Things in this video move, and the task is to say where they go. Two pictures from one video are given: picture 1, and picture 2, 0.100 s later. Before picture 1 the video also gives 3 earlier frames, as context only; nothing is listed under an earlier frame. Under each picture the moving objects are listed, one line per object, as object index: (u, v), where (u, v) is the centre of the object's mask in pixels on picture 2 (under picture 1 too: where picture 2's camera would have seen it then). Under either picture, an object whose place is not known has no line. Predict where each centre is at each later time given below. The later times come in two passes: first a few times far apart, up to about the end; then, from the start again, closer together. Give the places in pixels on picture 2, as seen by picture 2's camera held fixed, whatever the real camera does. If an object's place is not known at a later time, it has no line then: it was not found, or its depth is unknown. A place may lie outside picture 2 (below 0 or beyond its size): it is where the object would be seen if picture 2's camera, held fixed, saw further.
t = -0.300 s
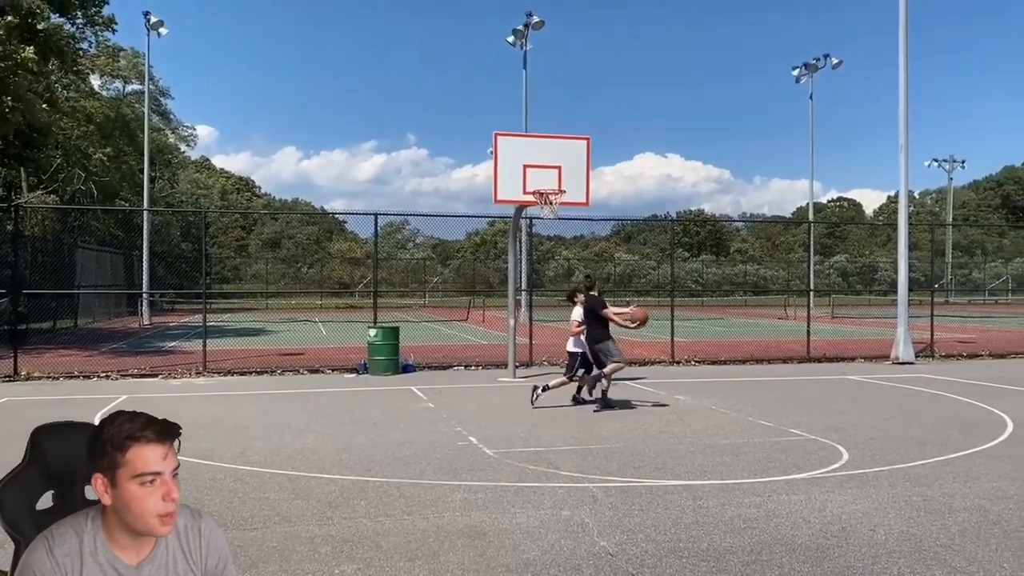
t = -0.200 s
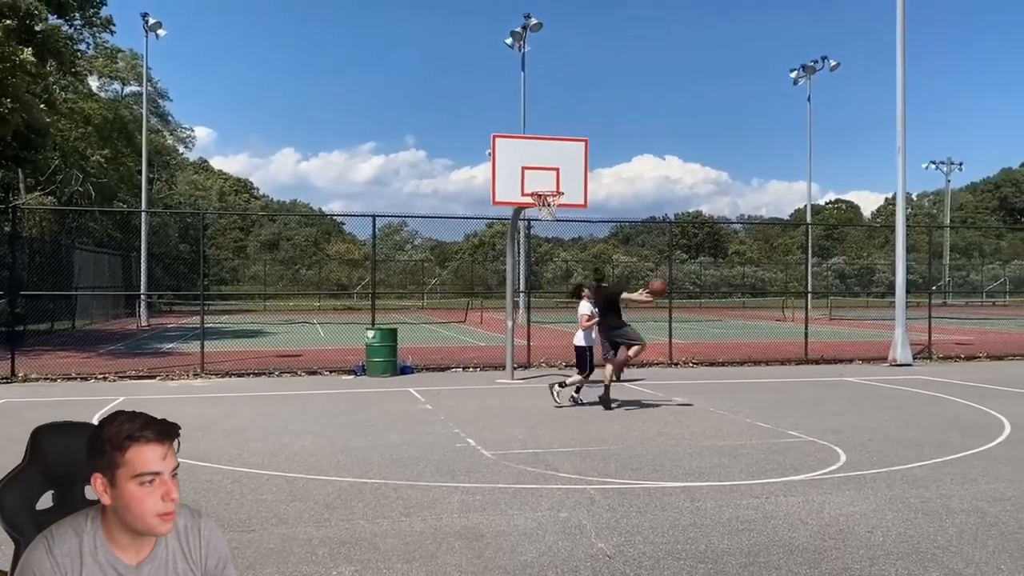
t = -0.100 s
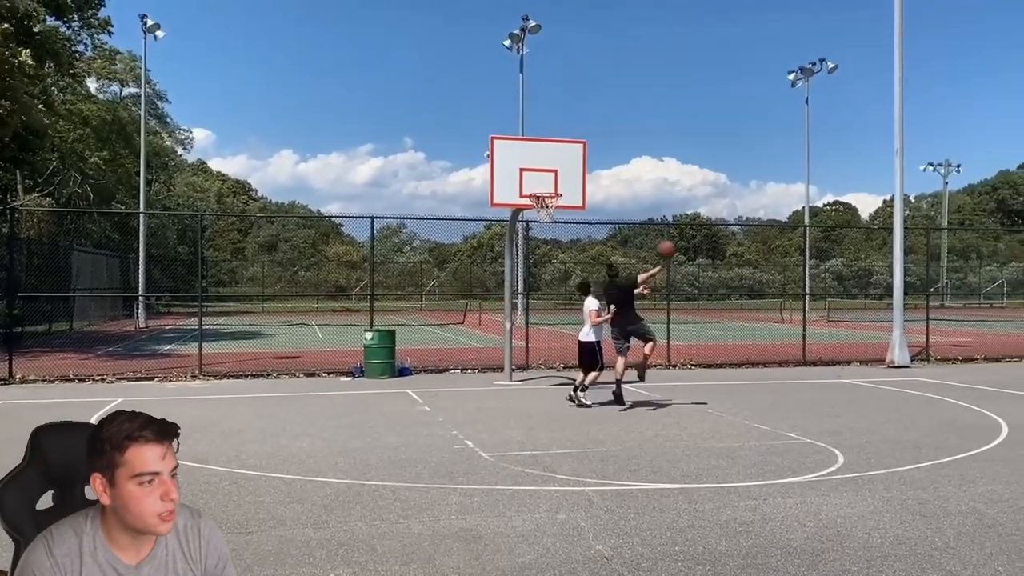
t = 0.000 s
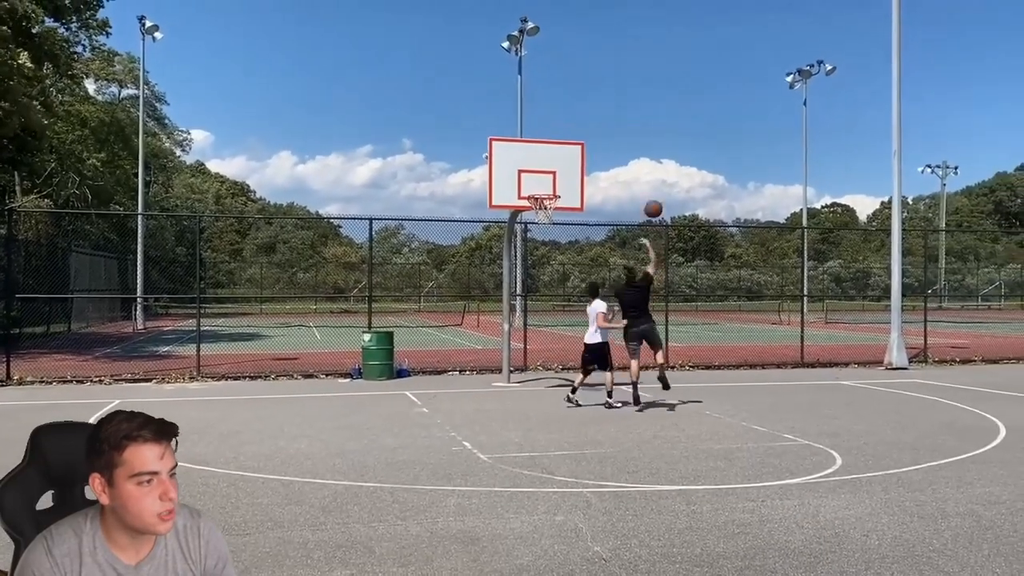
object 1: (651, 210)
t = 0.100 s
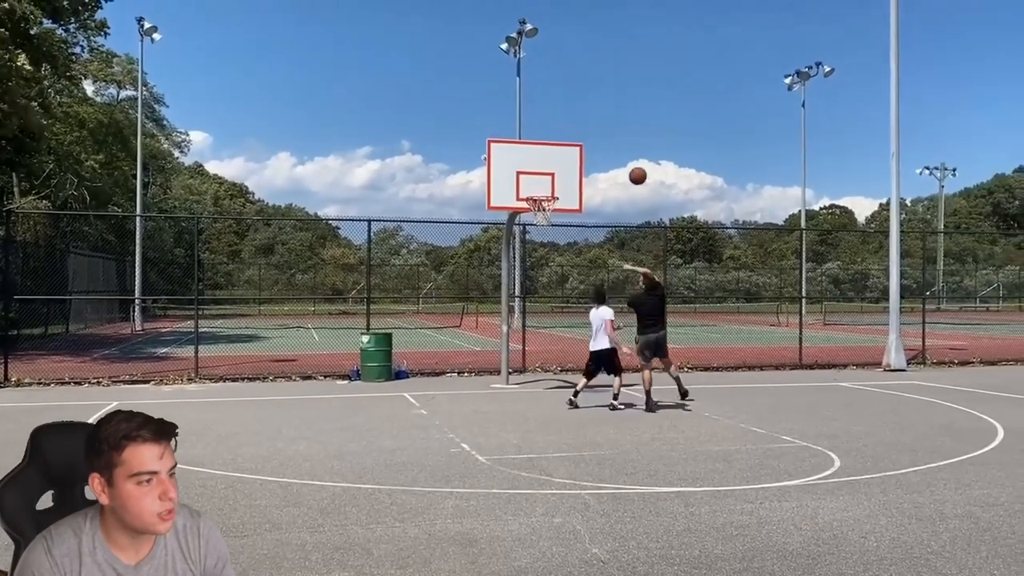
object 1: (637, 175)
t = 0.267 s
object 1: (615, 136)
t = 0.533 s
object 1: (581, 116)
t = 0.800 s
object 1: (549, 145)
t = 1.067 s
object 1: (521, 174)
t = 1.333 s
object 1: (496, 153)
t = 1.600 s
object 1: (470, 180)
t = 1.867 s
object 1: (443, 254)
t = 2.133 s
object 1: (414, 385)
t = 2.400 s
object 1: (387, 322)
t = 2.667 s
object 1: (359, 271)
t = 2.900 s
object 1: (339, 268)
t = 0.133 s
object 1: (633, 166)
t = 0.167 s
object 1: (628, 157)
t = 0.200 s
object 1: (624, 149)
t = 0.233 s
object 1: (619, 142)
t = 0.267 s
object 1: (615, 136)
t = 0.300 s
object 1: (611, 131)
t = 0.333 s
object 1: (606, 126)
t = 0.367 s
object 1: (602, 122)
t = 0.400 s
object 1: (598, 119)
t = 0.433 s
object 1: (594, 117)
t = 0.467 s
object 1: (589, 116)
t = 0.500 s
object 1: (585, 115)
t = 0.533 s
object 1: (581, 116)
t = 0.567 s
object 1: (577, 117)
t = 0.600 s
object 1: (573, 119)
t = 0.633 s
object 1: (569, 121)
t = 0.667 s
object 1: (565, 124)
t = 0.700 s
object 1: (561, 128)
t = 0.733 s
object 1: (557, 133)
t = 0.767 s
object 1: (553, 138)
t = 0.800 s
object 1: (549, 145)
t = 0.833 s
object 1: (545, 152)
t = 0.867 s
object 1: (542, 159)
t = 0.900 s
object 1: (538, 167)
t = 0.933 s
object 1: (534, 176)
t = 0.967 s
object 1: (530, 186)
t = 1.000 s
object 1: (527, 187)
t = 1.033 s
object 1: (524, 180)
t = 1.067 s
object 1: (521, 174)
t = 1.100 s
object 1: (518, 169)
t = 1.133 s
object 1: (515, 165)
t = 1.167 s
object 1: (512, 161)
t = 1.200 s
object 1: (509, 158)
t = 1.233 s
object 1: (506, 155)
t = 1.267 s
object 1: (503, 154)
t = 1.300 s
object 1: (500, 153)
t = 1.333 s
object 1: (496, 153)
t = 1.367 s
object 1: (493, 154)
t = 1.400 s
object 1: (490, 155)
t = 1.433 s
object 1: (487, 157)
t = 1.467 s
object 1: (483, 161)
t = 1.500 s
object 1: (480, 164)
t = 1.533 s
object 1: (477, 169)
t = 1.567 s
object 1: (474, 174)
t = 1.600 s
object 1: (470, 180)
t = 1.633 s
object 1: (467, 186)
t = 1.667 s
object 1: (464, 194)
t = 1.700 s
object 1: (460, 202)
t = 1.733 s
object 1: (457, 211)
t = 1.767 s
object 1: (454, 222)
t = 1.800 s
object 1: (451, 232)
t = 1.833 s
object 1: (447, 244)
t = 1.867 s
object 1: (443, 254)
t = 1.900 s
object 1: (439, 269)
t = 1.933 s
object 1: (437, 283)
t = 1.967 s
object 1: (434, 298)
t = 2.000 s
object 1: (429, 315)
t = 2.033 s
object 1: (426, 329)
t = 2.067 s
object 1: (423, 348)
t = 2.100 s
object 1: (417, 366)
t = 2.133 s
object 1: (414, 385)
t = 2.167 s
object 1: (411, 404)
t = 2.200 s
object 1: (407, 392)
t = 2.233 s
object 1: (404, 378)
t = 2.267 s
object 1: (400, 364)
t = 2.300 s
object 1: (397, 353)
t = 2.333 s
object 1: (394, 341)
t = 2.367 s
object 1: (391, 330)
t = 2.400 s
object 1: (387, 322)
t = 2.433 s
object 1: (384, 313)
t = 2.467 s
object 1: (380, 303)
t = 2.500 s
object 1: (376, 297)
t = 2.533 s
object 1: (373, 289)
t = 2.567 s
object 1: (370, 284)
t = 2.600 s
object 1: (367, 278)
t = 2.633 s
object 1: (363, 275)
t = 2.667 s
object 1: (359, 271)
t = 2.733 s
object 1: (353, 267)
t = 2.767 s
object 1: (350, 266)
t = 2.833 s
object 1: (345, 266)
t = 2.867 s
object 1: (341, 267)
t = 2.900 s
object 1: (339, 268)
